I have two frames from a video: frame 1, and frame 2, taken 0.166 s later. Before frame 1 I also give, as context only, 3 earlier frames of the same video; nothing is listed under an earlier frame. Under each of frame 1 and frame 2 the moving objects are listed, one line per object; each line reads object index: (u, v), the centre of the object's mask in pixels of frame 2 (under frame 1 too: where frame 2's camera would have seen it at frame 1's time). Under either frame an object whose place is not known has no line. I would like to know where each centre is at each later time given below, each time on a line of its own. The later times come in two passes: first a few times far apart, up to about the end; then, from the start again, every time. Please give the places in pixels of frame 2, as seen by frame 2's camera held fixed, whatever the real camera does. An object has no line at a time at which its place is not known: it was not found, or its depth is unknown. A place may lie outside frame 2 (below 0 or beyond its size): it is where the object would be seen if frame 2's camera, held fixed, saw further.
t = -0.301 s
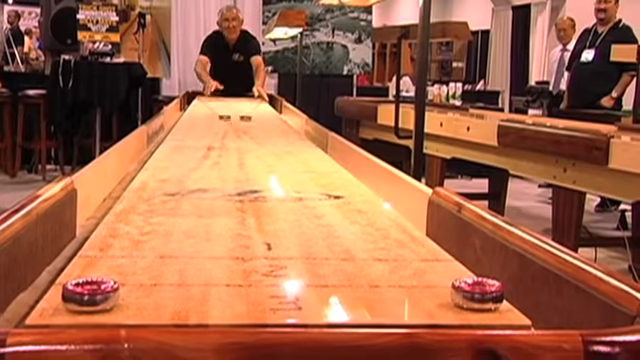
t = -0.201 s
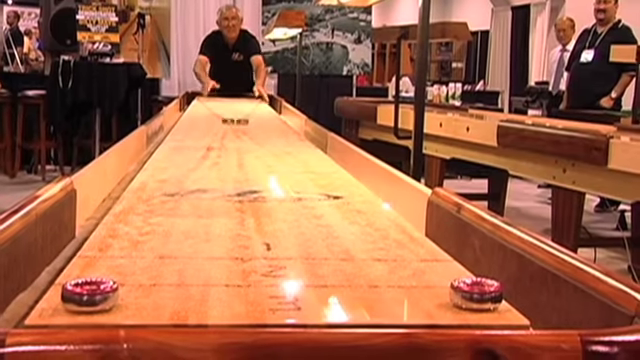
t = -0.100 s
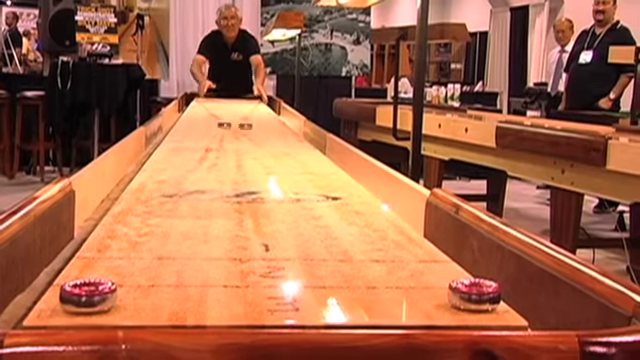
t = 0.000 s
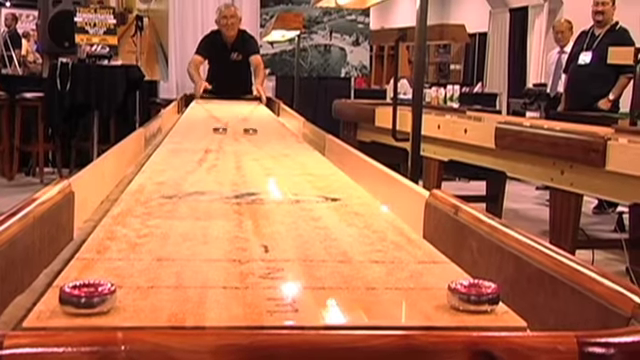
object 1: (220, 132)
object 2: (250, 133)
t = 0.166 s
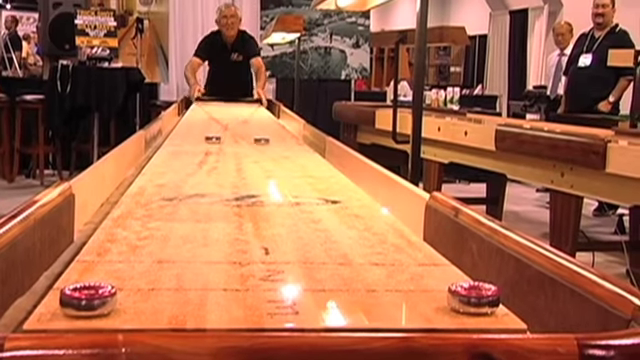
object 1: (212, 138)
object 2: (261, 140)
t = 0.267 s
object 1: (207, 143)
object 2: (269, 146)
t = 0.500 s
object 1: (191, 158)
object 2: (293, 162)
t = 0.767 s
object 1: (164, 184)
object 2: (335, 190)
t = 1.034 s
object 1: (112, 233)
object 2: (411, 238)
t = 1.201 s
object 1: (33, 287)
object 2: (497, 283)
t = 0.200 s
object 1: (211, 140)
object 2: (263, 142)
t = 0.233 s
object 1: (209, 142)
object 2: (266, 144)
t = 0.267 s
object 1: (207, 143)
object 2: (269, 146)
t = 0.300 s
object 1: (205, 146)
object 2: (272, 148)
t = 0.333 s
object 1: (203, 147)
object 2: (275, 149)
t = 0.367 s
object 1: (201, 149)
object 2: (278, 152)
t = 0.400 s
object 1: (199, 151)
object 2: (281, 154)
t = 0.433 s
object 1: (197, 153)
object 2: (285, 156)
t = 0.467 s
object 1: (194, 155)
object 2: (288, 159)
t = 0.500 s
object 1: (191, 158)
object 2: (293, 162)
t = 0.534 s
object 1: (189, 160)
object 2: (297, 164)
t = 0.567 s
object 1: (186, 163)
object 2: (302, 167)
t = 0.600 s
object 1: (183, 166)
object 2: (306, 170)
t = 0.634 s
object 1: (179, 169)
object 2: (311, 174)
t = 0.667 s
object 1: (176, 173)
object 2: (317, 177)
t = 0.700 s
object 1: (172, 177)
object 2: (322, 181)
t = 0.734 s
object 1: (168, 180)
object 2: (328, 186)
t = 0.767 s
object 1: (164, 184)
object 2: (335, 190)
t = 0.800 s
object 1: (160, 188)
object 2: (342, 194)
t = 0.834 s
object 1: (154, 193)
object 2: (349, 199)
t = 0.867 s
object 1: (149, 198)
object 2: (358, 204)
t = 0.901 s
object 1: (142, 204)
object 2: (367, 210)
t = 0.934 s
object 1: (136, 210)
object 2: (377, 217)
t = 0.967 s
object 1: (129, 217)
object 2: (387, 224)
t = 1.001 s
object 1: (121, 225)
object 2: (398, 231)
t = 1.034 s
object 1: (112, 233)
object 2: (411, 238)
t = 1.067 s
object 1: (103, 242)
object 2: (426, 248)
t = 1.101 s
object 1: (92, 252)
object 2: (441, 258)
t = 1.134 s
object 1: (80, 264)
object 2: (456, 269)
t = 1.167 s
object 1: (62, 278)
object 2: (479, 277)
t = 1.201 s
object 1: (33, 287)
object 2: (497, 283)
